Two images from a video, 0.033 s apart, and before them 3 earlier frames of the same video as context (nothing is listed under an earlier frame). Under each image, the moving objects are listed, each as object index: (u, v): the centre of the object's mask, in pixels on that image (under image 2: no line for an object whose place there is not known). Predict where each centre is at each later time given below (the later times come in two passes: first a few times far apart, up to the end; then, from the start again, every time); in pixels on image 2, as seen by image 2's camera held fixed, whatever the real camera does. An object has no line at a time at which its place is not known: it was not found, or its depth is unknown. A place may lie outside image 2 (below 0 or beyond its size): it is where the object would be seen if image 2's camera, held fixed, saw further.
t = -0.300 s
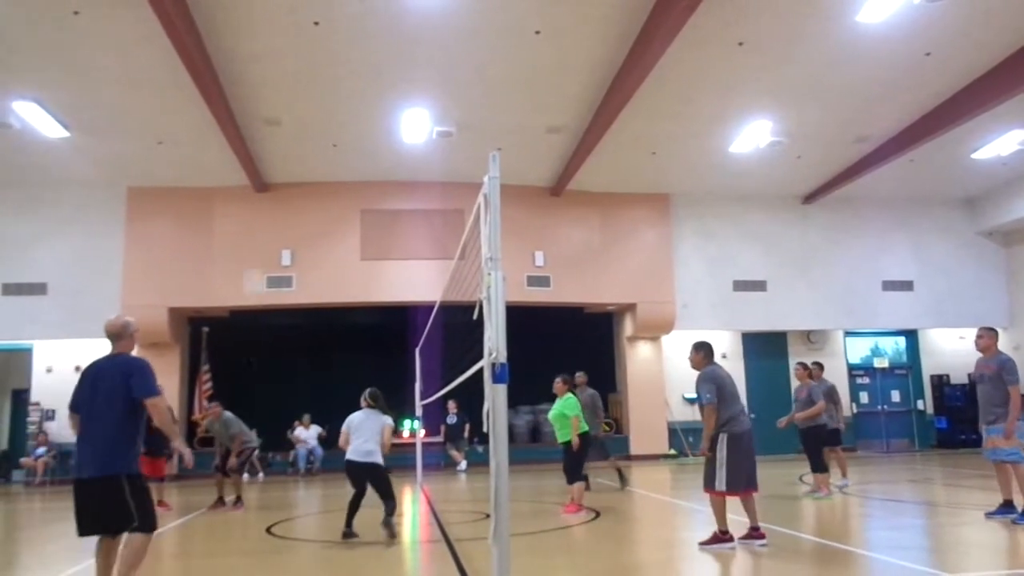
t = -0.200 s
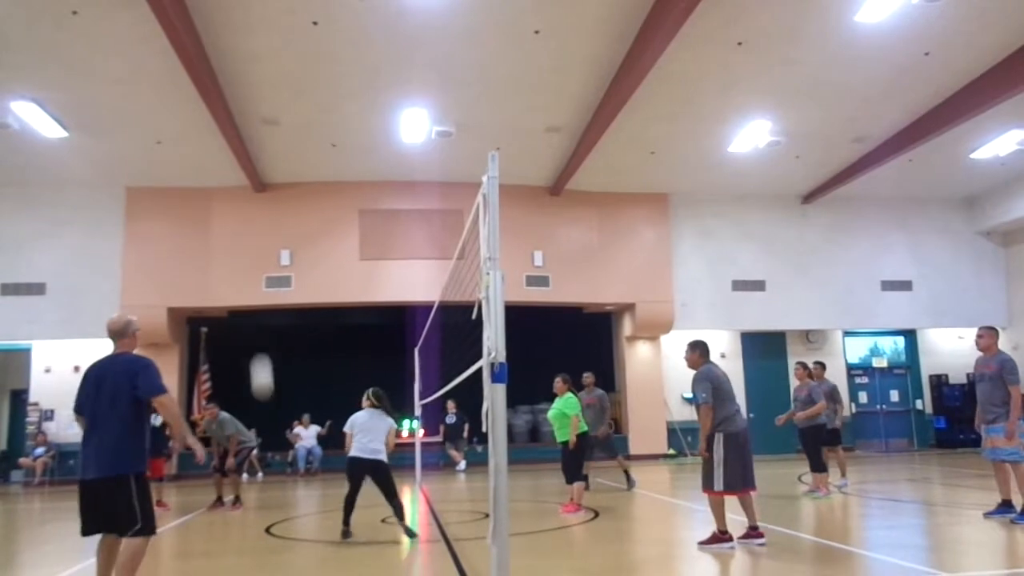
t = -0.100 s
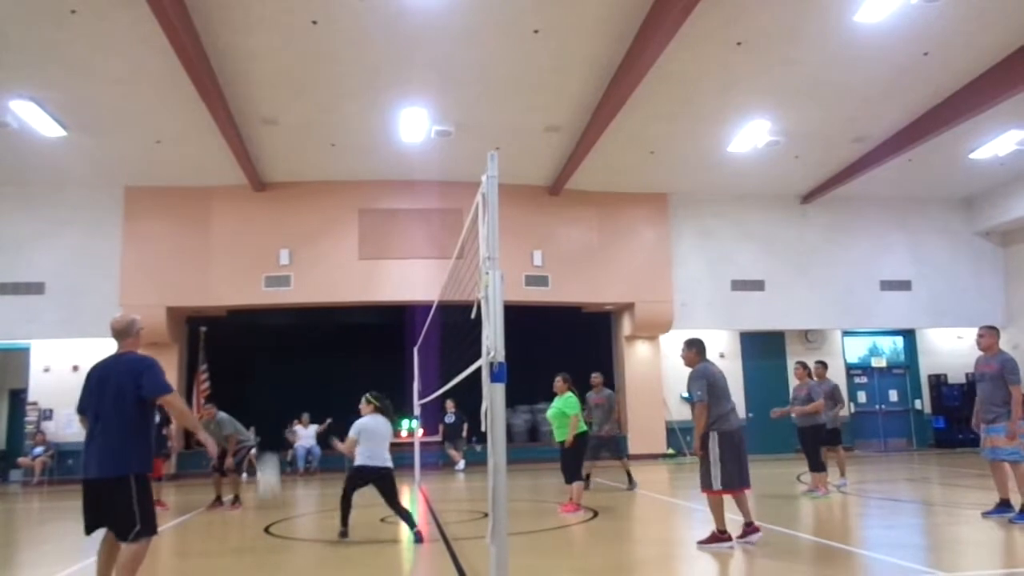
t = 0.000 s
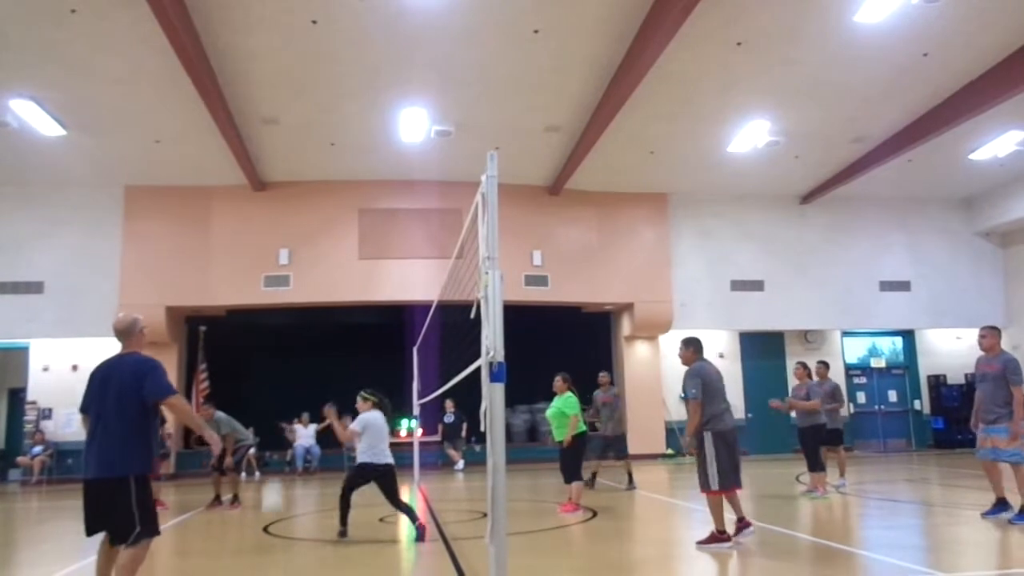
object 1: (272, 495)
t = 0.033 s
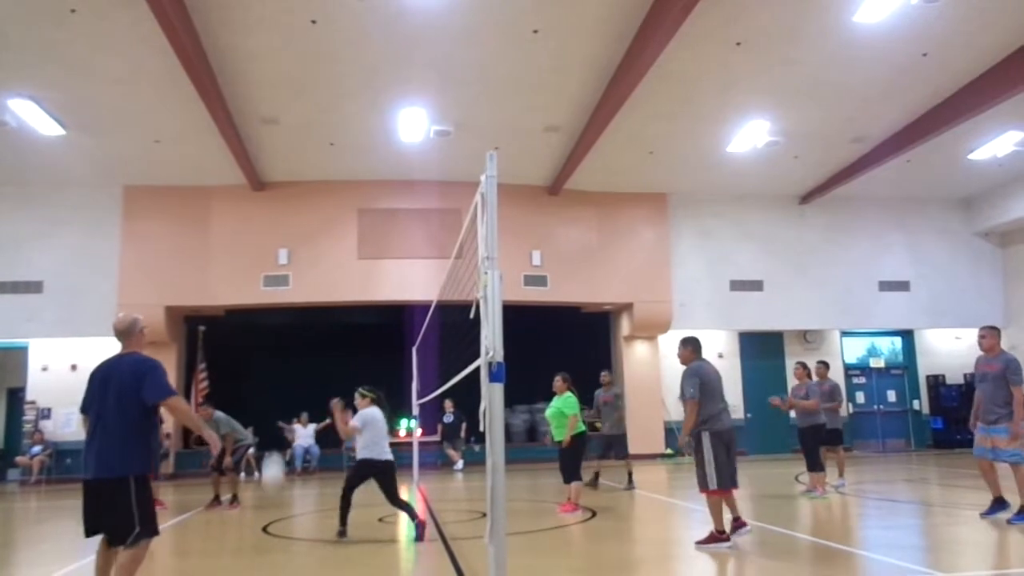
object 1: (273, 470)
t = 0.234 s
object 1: (279, 343)
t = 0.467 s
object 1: (285, 245)
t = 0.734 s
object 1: (291, 206)
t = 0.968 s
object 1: (295, 231)
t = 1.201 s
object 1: (297, 322)
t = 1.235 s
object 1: (297, 340)
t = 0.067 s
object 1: (274, 448)
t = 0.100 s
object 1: (275, 424)
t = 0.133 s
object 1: (276, 402)
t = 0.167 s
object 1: (277, 381)
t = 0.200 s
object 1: (278, 361)
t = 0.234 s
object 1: (279, 343)
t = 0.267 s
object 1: (280, 326)
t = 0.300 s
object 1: (281, 311)
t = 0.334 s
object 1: (282, 295)
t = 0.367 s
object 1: (282, 278)
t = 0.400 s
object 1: (283, 262)
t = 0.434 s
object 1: (285, 255)
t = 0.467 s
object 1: (285, 245)
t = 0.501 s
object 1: (286, 237)
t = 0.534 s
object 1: (286, 228)
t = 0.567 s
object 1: (288, 221)
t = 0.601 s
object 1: (288, 217)
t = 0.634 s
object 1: (289, 212)
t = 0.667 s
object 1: (290, 209)
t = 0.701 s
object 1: (290, 207)
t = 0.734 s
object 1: (291, 206)
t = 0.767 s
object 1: (291, 206)
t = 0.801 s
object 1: (292, 207)
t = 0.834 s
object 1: (292, 209)
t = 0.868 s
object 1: (294, 213)
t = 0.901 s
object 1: (294, 217)
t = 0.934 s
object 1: (295, 223)
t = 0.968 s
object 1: (295, 231)
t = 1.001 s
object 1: (295, 238)
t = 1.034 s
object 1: (295, 248)
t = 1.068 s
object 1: (296, 258)
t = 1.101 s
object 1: (295, 272)
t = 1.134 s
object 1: (297, 288)
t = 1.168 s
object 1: (297, 305)
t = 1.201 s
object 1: (297, 322)
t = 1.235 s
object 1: (297, 340)
